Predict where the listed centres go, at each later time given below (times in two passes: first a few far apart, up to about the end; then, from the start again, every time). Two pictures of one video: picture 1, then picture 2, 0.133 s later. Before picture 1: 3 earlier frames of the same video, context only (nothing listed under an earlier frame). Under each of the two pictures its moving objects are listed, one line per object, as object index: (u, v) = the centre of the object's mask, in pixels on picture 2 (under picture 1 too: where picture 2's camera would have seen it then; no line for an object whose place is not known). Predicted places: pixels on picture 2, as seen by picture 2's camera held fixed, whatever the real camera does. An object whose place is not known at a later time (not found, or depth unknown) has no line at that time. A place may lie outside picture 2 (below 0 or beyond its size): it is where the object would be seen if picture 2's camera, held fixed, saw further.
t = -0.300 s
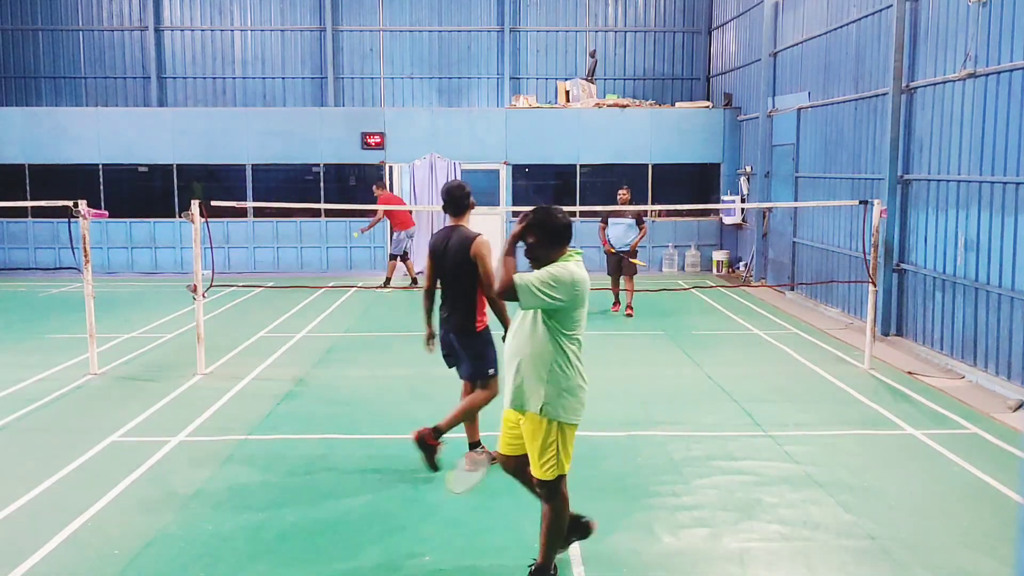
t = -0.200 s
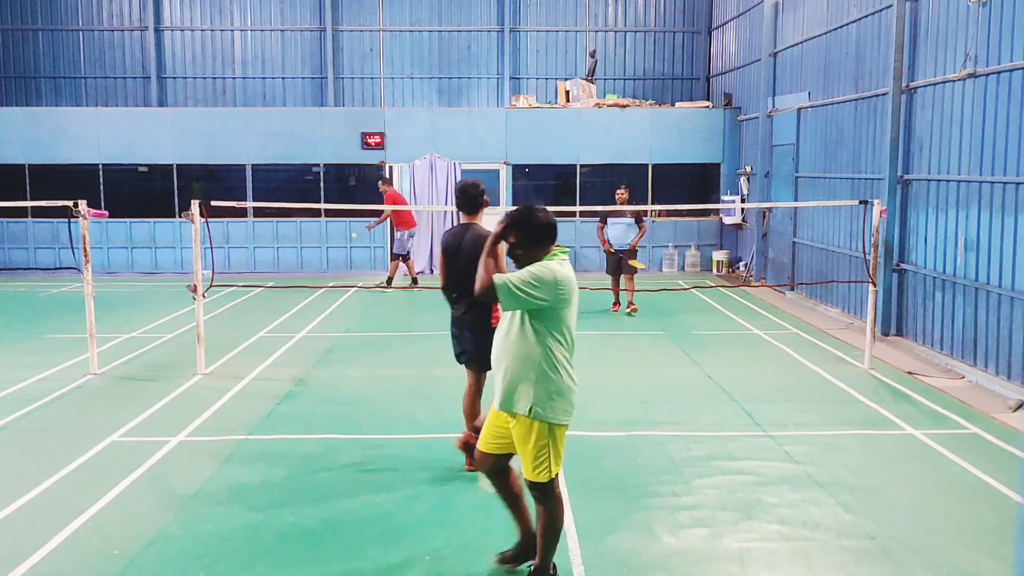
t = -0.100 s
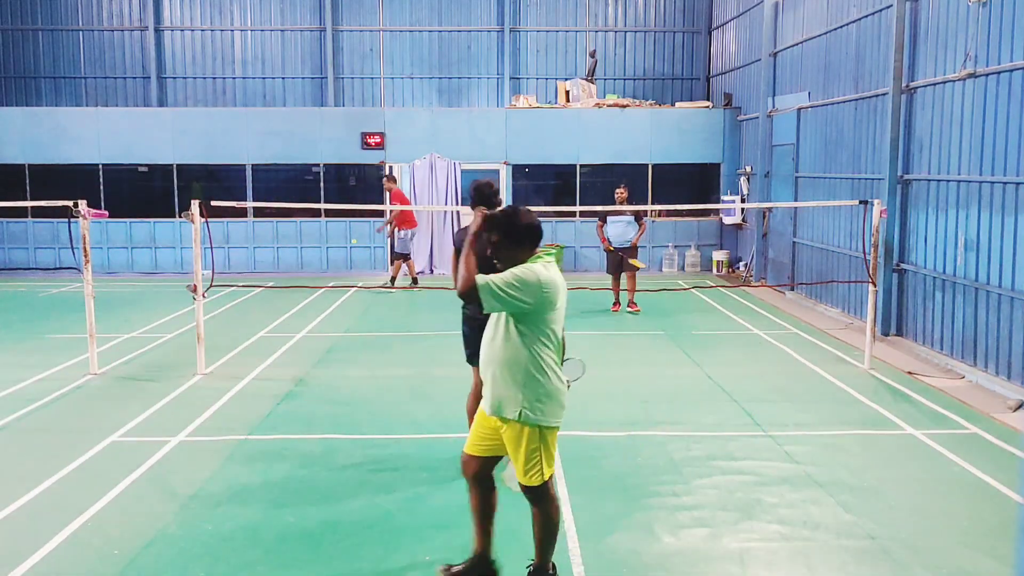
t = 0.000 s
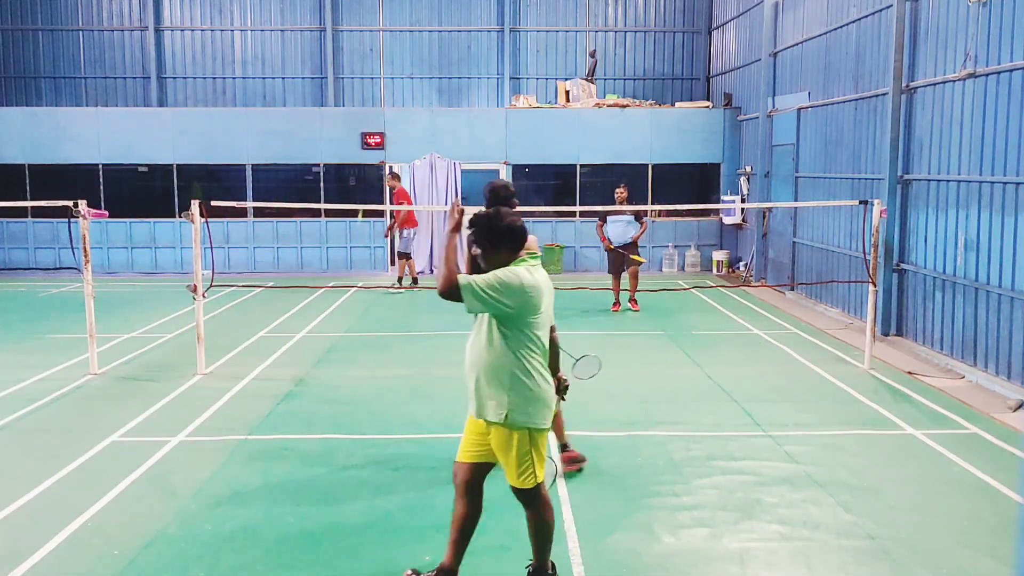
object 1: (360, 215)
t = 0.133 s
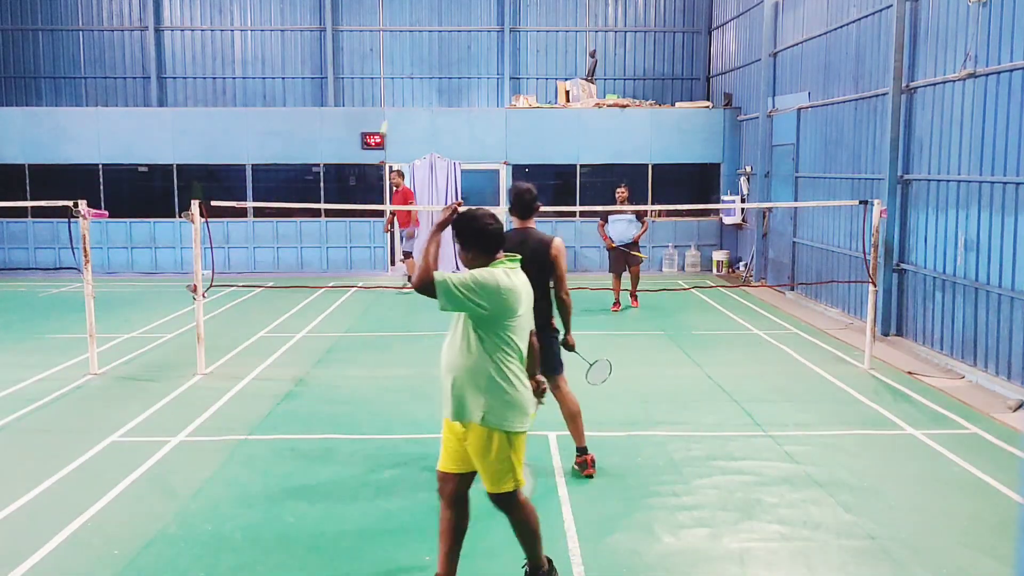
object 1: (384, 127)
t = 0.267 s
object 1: (404, 67)
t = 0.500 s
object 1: (438, 9)
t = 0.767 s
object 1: (475, 21)
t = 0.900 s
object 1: (493, 62)
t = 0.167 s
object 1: (388, 111)
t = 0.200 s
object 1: (394, 95)
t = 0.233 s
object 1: (399, 80)
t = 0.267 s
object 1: (404, 67)
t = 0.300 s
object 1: (409, 55)
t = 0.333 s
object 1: (414, 44)
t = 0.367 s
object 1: (419, 34)
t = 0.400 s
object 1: (423, 27)
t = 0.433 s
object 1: (428, 20)
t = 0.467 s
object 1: (433, 13)
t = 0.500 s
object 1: (438, 9)
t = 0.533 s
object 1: (442, 6)
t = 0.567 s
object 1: (447, 4)
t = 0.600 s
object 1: (452, 4)
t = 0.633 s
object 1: (456, 4)
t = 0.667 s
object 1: (461, 6)
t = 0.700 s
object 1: (466, 10)
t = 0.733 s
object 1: (470, 14)
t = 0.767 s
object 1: (475, 21)
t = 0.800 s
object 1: (479, 29)
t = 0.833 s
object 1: (484, 38)
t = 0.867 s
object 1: (489, 50)
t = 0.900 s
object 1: (493, 62)
